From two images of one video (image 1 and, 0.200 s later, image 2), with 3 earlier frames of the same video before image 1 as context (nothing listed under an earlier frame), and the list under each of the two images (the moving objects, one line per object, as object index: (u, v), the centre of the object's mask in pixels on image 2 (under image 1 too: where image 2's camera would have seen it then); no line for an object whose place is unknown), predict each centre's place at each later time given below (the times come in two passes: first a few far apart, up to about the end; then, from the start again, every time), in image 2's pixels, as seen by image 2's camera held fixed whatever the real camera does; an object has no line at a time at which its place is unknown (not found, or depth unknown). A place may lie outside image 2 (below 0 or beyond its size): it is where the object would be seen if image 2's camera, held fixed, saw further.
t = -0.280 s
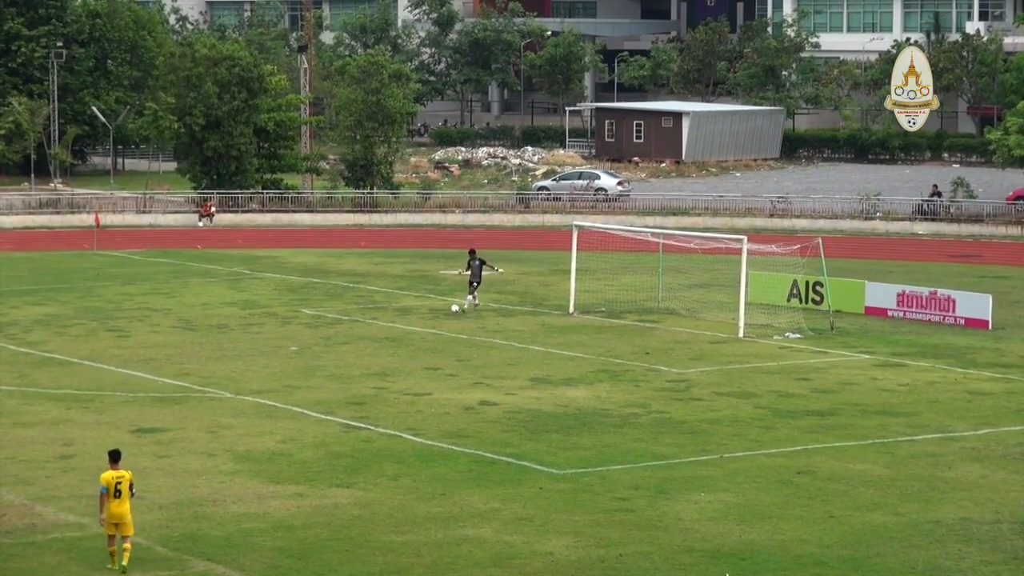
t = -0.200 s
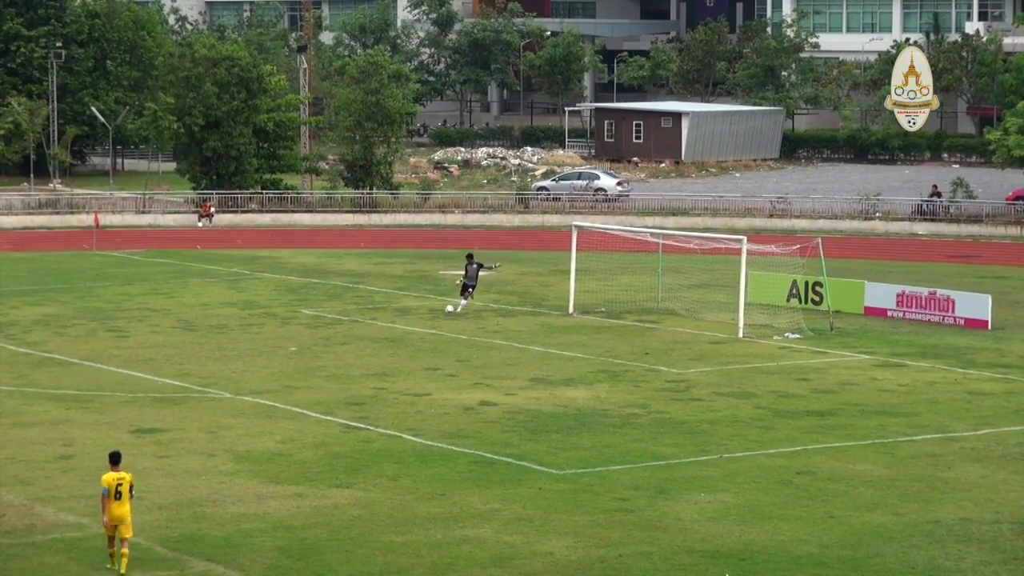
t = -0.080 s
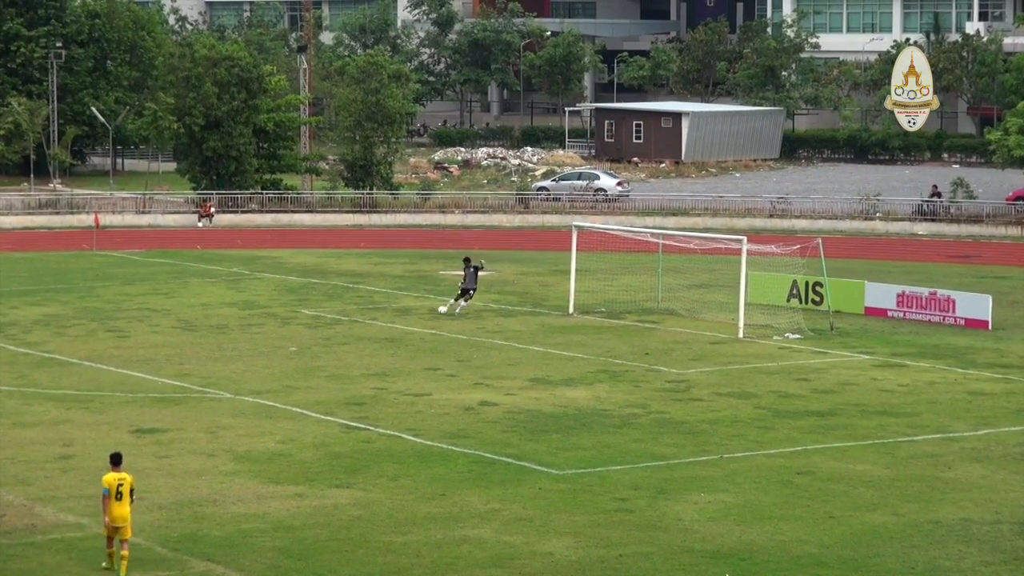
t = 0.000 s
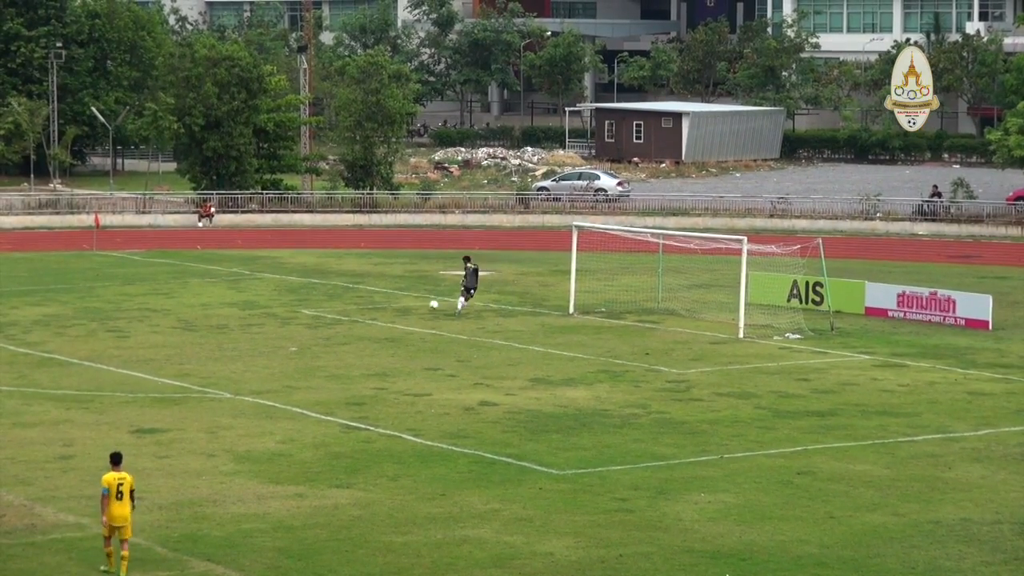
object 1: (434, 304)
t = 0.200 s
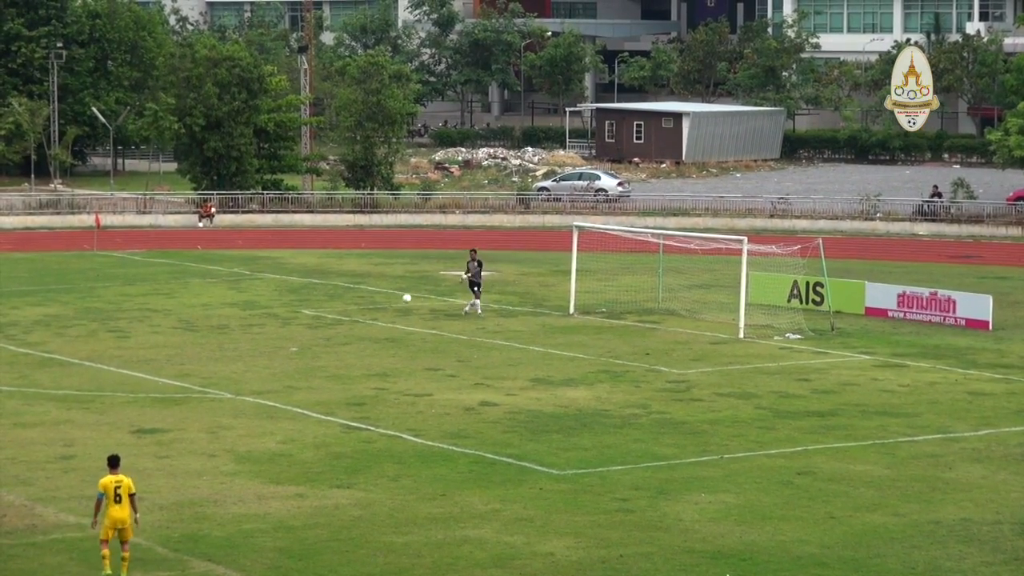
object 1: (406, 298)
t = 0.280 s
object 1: (393, 298)
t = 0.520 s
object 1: (344, 315)
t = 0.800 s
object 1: (269, 362)
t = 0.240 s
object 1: (400, 298)
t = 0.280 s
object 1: (393, 298)
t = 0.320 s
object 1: (385, 299)
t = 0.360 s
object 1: (378, 302)
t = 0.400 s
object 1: (370, 304)
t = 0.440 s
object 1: (361, 307)
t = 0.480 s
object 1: (353, 311)
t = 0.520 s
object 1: (344, 315)
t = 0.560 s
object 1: (334, 319)
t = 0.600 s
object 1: (324, 325)
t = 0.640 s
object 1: (314, 332)
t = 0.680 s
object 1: (303, 338)
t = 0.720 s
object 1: (292, 346)
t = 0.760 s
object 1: (281, 354)
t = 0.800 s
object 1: (269, 362)
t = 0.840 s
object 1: (257, 372)
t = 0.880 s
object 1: (244, 383)
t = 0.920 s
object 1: (232, 389)
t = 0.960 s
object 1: (222, 382)
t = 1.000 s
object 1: (211, 376)
